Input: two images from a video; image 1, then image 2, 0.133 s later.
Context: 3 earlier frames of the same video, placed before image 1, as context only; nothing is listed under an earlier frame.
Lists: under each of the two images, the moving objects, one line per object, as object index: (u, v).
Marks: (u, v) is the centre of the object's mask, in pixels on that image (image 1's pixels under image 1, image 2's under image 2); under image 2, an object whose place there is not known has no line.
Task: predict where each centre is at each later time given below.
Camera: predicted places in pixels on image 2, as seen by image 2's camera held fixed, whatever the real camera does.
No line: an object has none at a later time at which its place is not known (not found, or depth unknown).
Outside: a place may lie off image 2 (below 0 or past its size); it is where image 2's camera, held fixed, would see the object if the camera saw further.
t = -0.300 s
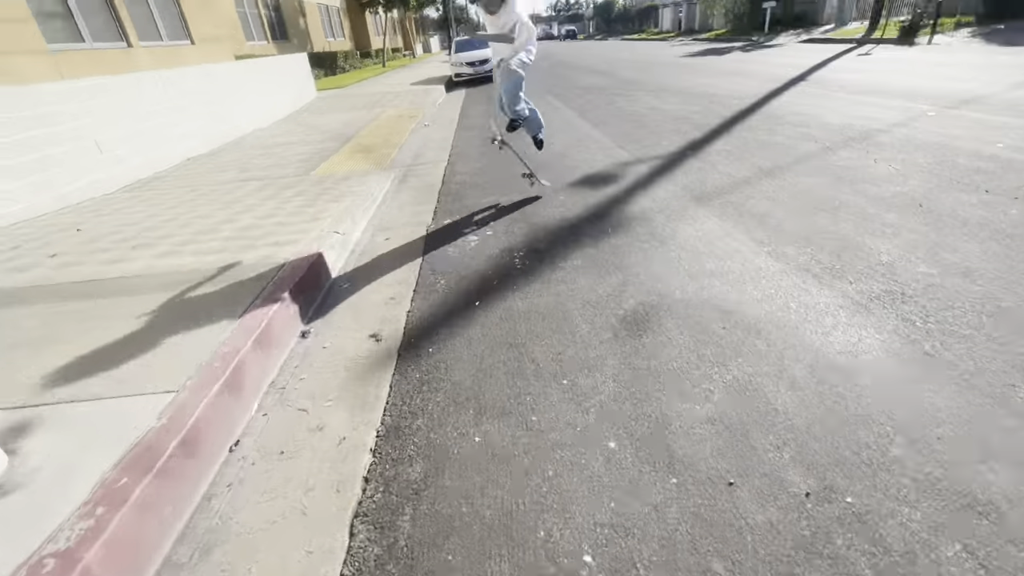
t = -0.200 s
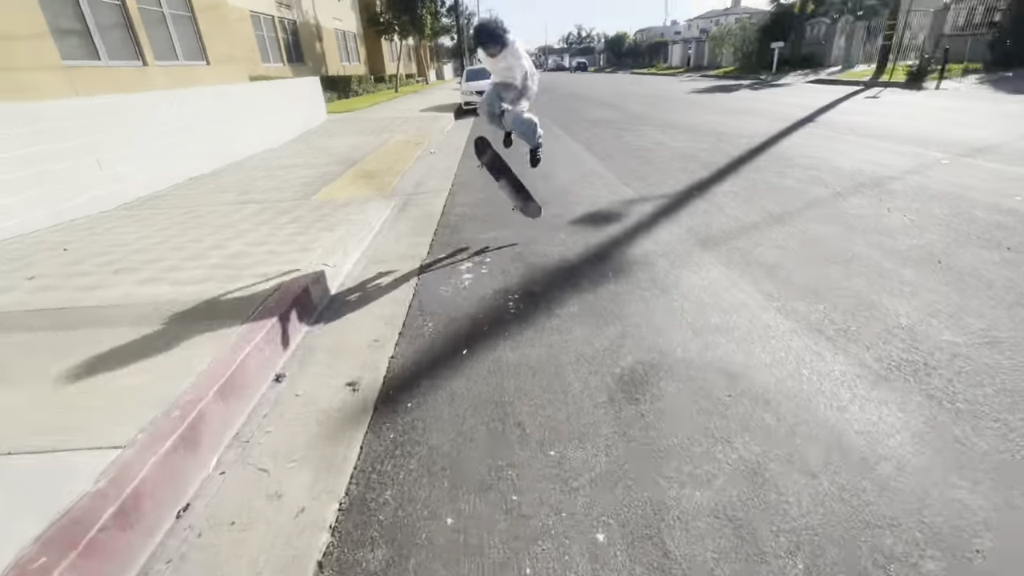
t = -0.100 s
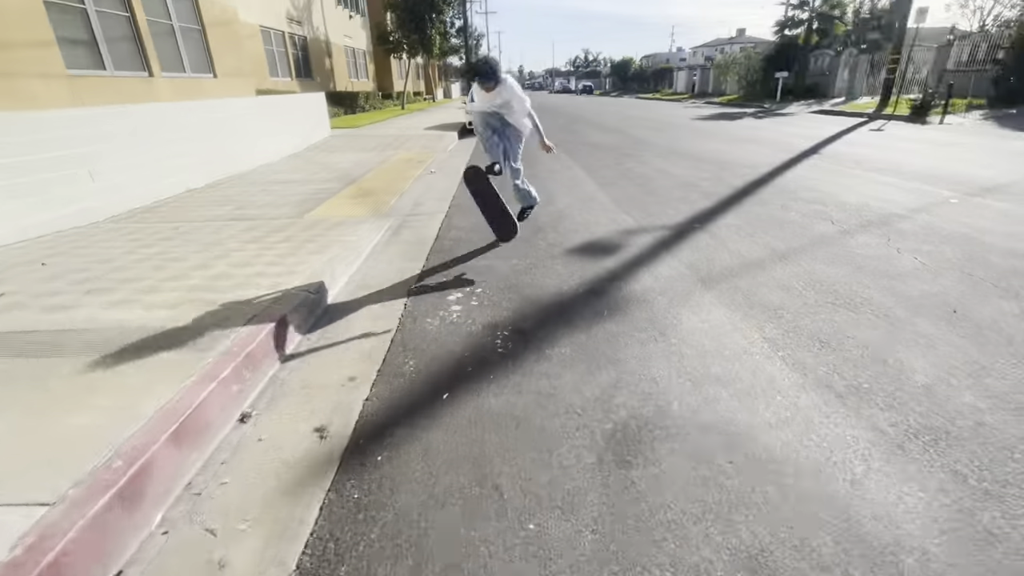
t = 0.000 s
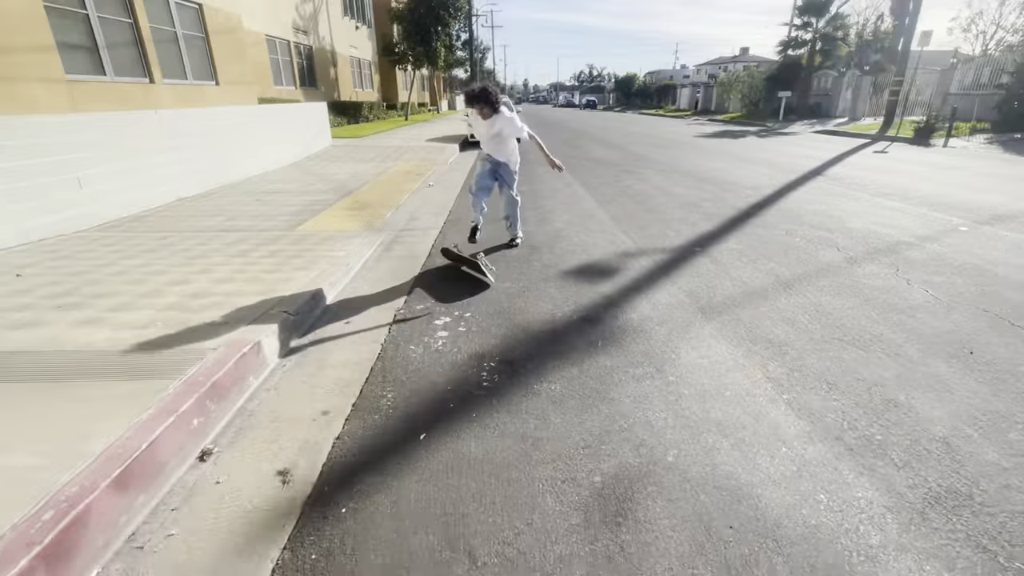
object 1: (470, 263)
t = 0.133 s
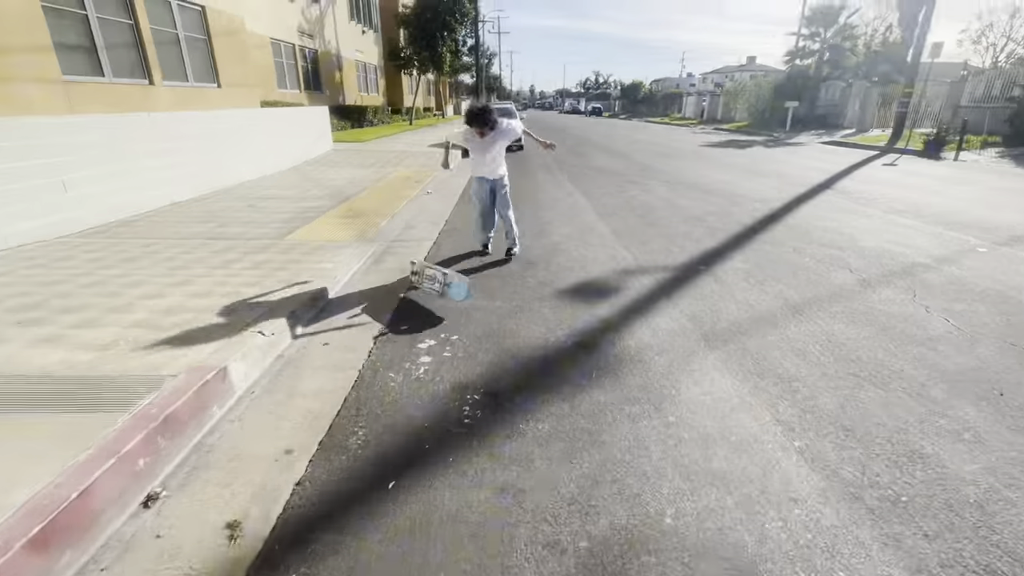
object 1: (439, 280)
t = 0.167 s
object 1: (433, 277)
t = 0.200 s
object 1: (426, 276)
